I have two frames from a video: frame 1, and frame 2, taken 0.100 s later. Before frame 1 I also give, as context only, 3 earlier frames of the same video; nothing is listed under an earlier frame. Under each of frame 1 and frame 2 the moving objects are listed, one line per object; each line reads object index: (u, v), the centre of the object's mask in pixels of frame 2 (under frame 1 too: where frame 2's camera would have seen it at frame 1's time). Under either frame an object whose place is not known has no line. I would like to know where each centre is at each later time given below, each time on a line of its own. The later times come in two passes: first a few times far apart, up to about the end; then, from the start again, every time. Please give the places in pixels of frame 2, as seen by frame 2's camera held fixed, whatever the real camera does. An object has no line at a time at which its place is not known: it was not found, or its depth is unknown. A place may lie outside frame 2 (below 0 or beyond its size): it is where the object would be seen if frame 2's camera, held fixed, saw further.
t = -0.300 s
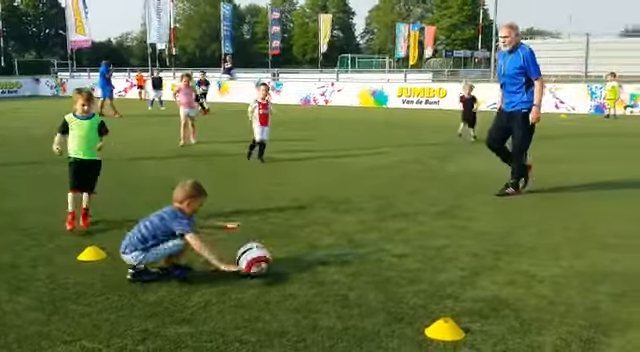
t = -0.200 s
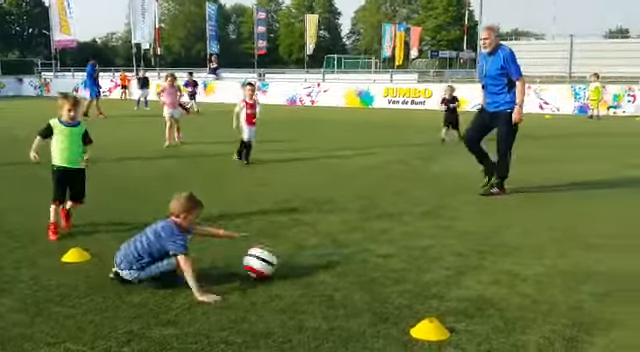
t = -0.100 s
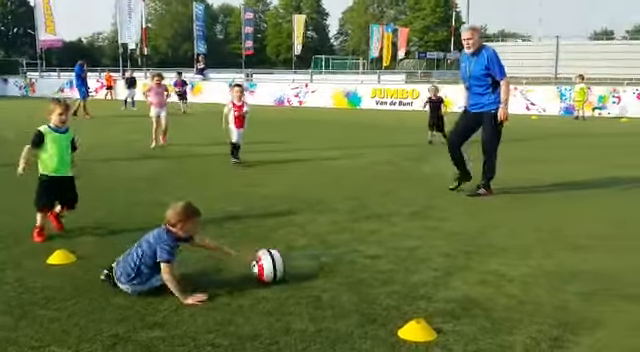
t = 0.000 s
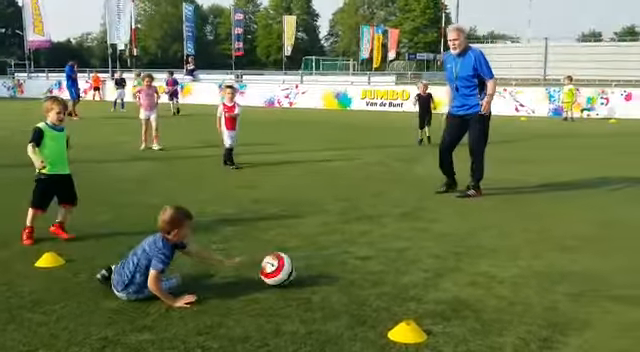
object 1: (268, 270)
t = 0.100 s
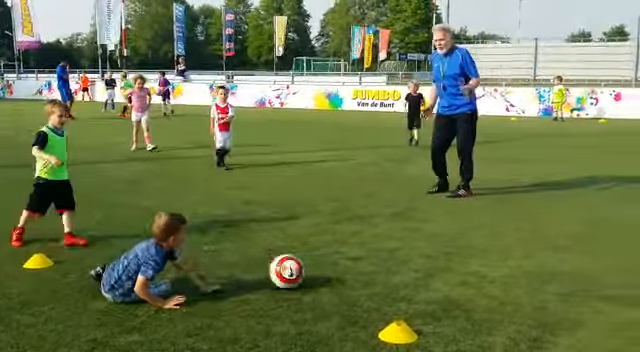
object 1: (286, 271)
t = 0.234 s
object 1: (311, 274)
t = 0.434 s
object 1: (347, 278)
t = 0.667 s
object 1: (388, 281)
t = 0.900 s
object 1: (429, 285)
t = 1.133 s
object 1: (468, 290)
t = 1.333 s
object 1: (500, 293)
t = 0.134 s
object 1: (292, 272)
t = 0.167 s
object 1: (298, 273)
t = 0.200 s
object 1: (305, 274)
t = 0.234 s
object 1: (311, 274)
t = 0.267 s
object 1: (317, 275)
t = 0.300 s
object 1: (323, 276)
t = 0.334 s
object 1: (329, 276)
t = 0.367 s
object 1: (335, 276)
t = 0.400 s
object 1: (342, 277)
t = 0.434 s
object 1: (347, 278)
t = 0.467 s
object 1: (354, 278)
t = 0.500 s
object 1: (359, 278)
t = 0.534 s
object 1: (365, 279)
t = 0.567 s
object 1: (372, 280)
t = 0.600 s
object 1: (377, 280)
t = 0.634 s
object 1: (383, 281)
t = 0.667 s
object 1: (388, 281)
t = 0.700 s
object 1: (395, 282)
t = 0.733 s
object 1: (401, 283)
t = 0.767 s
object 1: (406, 283)
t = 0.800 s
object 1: (412, 283)
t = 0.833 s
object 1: (418, 284)
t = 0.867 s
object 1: (424, 285)
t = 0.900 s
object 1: (429, 285)
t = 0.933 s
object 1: (435, 286)
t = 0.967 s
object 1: (440, 286)
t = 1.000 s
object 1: (446, 287)
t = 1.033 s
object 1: (452, 288)
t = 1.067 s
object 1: (458, 288)
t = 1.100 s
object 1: (463, 290)
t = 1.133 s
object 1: (468, 290)
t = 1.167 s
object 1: (474, 291)
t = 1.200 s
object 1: (479, 291)
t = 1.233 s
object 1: (484, 291)
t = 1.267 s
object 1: (489, 291)
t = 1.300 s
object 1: (494, 292)
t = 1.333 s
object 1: (500, 293)
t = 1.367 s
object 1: (505, 293)
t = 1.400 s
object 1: (510, 295)
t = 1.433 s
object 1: (515, 296)
